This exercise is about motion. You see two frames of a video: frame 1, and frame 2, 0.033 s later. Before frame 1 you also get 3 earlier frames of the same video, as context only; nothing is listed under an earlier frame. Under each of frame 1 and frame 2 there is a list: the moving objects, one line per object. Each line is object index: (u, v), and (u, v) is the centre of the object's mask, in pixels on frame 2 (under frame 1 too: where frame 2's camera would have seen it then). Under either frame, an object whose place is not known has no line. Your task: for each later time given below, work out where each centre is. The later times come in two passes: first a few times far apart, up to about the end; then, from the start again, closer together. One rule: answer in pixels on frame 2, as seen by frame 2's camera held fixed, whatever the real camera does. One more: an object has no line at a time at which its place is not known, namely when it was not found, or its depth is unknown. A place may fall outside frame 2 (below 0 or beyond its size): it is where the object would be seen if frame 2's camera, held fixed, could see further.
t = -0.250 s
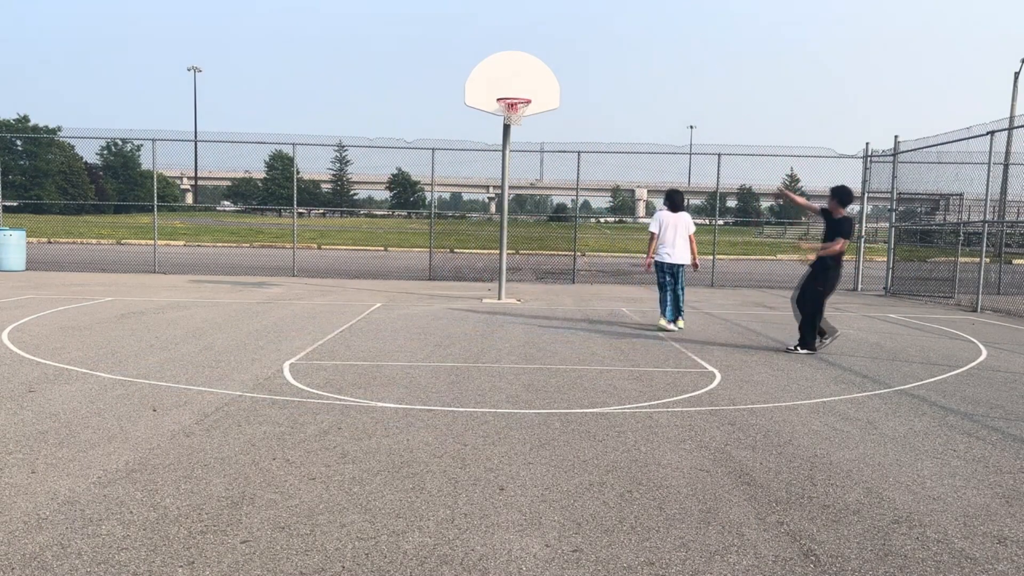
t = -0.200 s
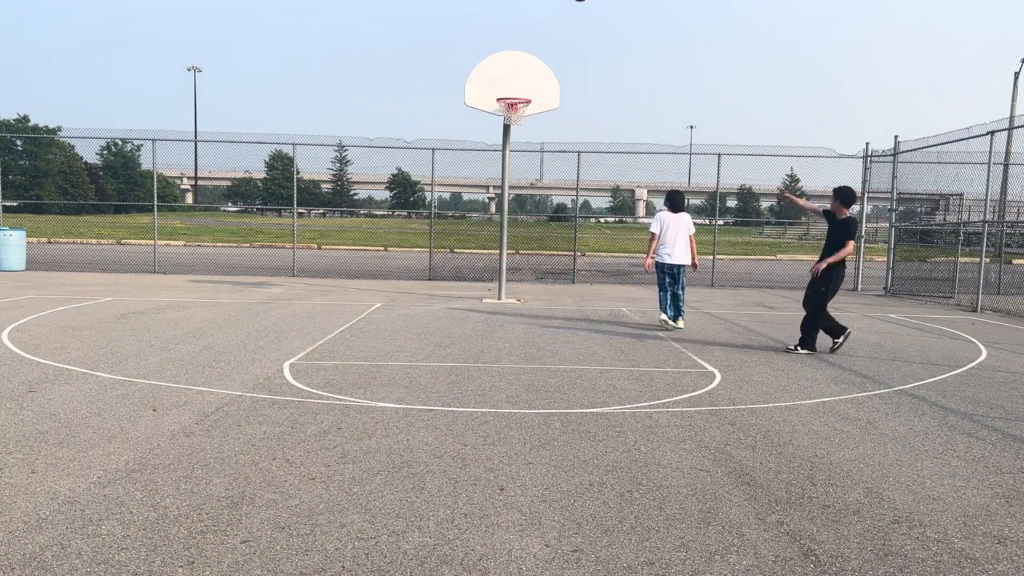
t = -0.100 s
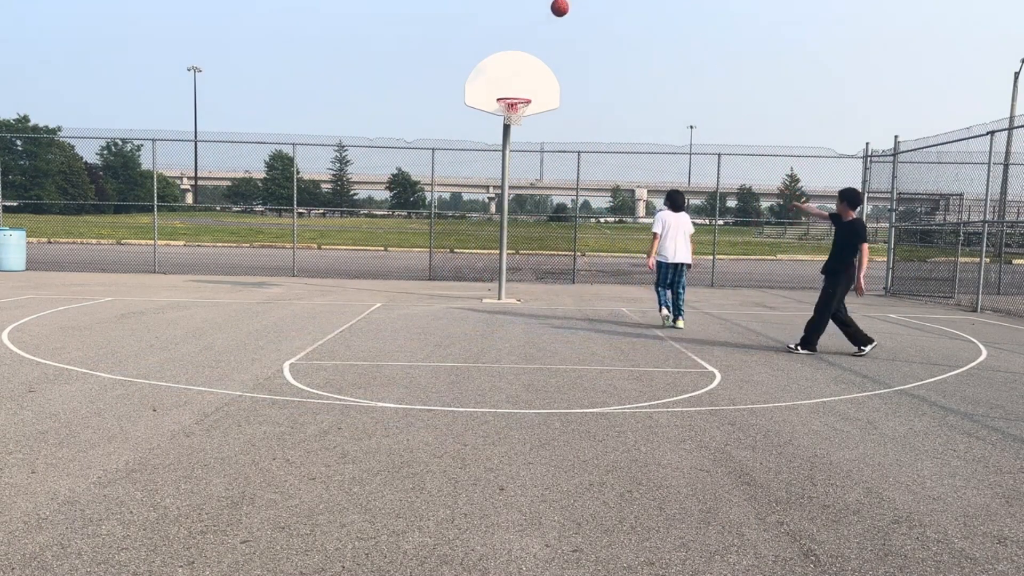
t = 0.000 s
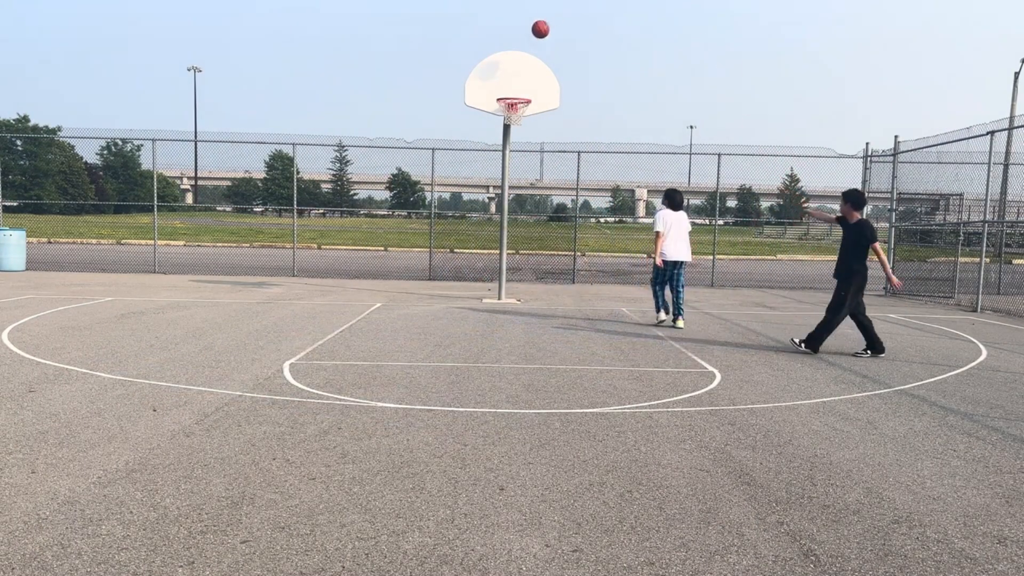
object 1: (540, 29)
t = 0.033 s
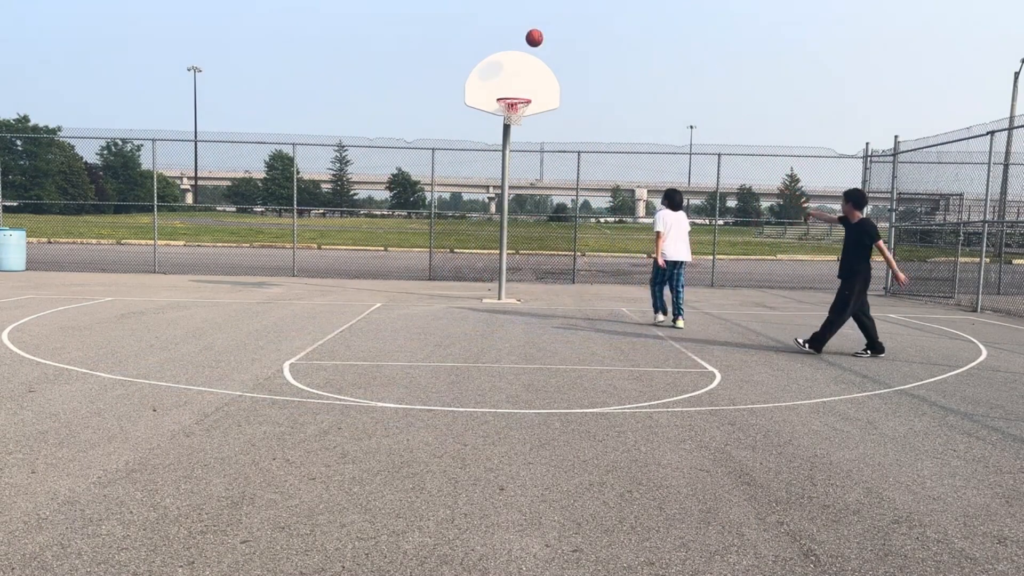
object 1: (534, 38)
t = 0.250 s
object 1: (508, 88)
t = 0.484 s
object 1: (511, 90)
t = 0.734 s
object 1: (486, 97)
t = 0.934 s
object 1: (464, 133)
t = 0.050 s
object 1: (534, 38)
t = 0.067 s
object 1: (528, 47)
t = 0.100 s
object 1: (522, 57)
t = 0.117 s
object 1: (522, 57)
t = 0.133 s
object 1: (516, 68)
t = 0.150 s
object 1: (516, 68)
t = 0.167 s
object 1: (512, 75)
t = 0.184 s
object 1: (513, 75)
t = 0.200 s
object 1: (510, 81)
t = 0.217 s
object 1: (510, 81)
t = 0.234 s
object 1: (508, 87)
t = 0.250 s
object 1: (508, 88)
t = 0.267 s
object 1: (506, 93)
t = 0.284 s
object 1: (511, 94)
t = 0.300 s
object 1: (512, 95)
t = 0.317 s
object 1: (519, 94)
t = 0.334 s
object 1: (519, 94)
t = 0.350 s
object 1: (520, 94)
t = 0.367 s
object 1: (520, 94)
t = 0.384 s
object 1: (519, 94)
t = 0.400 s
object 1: (519, 93)
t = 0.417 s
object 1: (517, 93)
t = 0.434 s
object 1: (516, 93)
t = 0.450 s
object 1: (514, 91)
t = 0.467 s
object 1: (513, 91)
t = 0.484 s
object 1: (511, 90)
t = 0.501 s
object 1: (510, 90)
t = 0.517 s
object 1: (508, 89)
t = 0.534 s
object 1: (506, 89)
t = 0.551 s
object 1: (504, 88)
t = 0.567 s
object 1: (503, 88)
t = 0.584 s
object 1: (502, 88)
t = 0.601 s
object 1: (499, 88)
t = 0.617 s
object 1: (499, 88)
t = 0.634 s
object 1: (496, 89)
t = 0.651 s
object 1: (496, 89)
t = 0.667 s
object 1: (492, 91)
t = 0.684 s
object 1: (492, 91)
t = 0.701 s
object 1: (489, 93)
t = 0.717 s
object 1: (489, 94)
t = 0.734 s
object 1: (486, 97)
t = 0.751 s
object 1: (485, 97)
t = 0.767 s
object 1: (482, 101)
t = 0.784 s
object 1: (482, 101)
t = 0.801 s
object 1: (479, 106)
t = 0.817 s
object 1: (478, 106)
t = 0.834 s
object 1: (475, 112)
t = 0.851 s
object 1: (475, 112)
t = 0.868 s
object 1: (471, 118)
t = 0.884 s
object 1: (471, 118)
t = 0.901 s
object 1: (468, 125)
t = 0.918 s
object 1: (466, 129)
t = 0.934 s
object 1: (464, 133)
